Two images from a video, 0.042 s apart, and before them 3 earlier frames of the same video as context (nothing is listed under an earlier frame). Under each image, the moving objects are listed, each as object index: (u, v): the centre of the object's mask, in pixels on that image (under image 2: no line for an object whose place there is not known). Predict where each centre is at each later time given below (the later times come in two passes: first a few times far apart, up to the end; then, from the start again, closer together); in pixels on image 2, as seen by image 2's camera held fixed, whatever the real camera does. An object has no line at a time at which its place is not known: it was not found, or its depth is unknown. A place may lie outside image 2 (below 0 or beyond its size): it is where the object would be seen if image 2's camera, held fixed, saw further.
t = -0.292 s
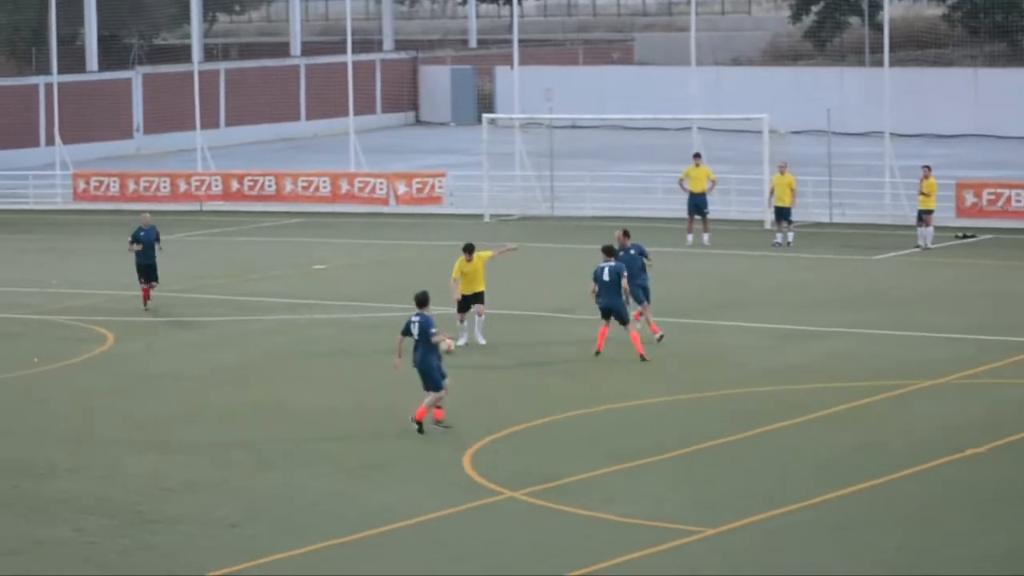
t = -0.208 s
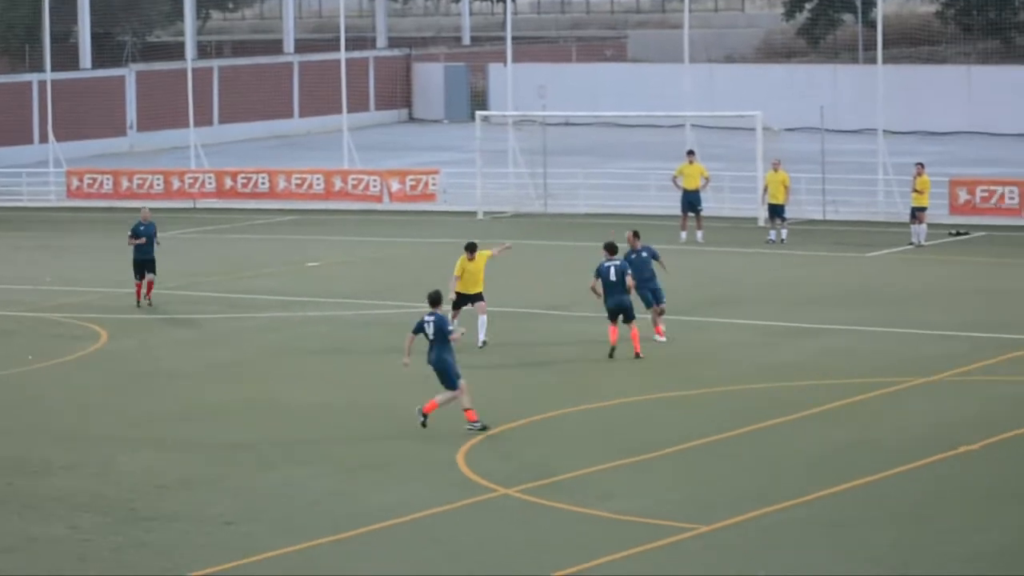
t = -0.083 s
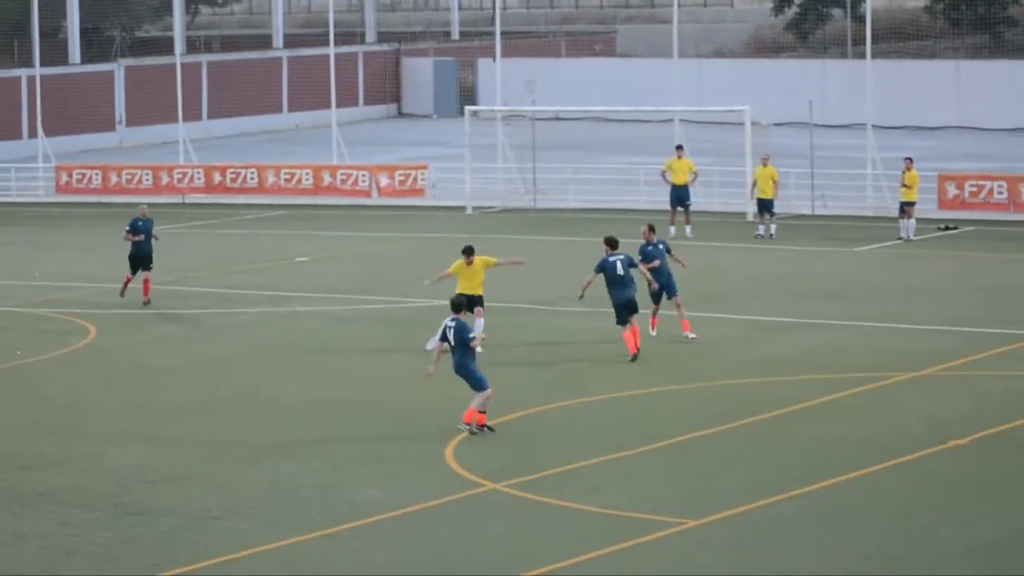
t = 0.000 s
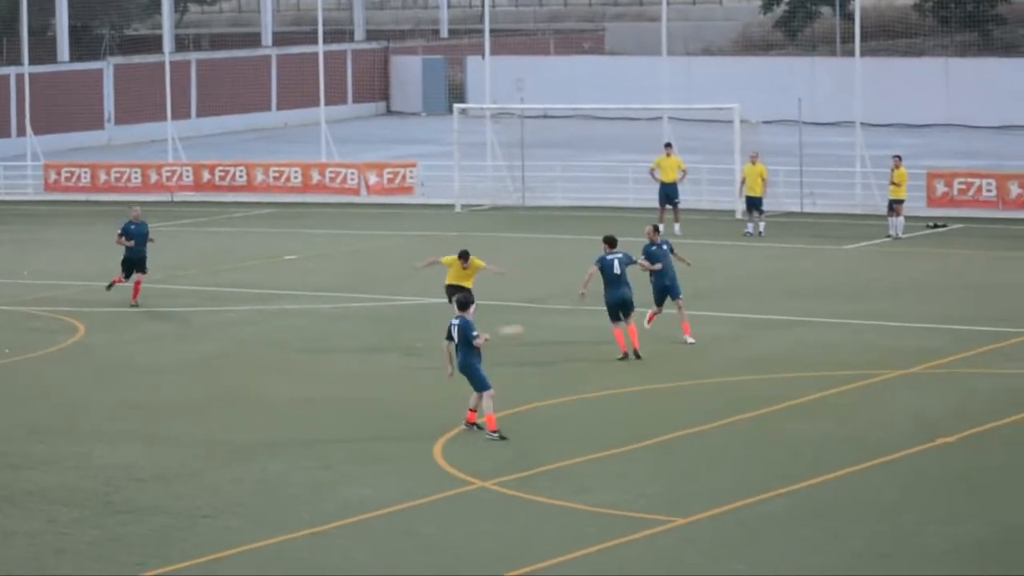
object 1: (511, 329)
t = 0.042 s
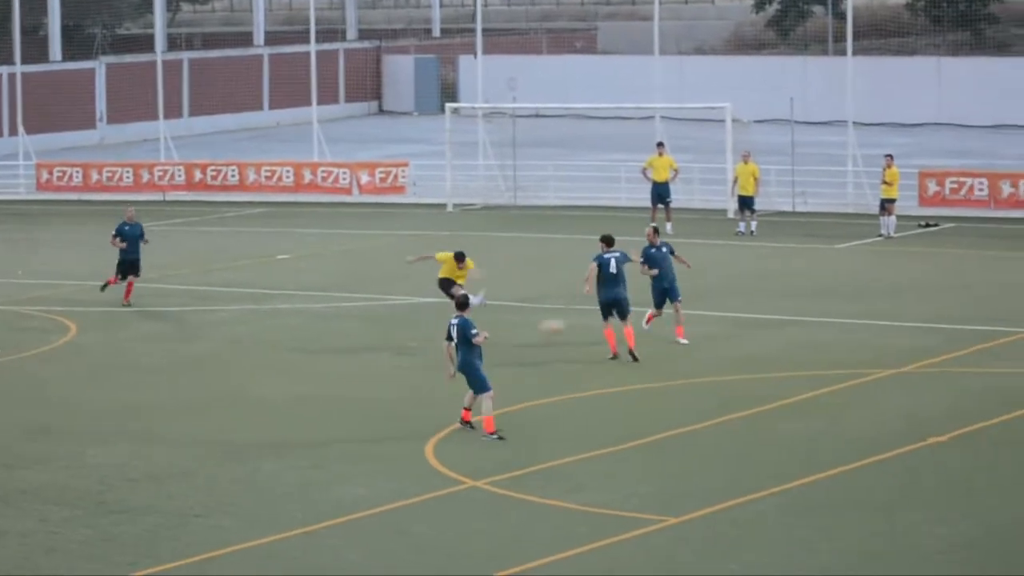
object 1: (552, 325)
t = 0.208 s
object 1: (770, 319)
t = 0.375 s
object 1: (1050, 339)
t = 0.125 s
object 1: (657, 320)
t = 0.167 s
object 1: (713, 318)
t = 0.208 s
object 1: (770, 319)
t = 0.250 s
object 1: (827, 320)
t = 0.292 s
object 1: (888, 324)
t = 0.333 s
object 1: (951, 328)
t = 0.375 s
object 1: (1050, 339)
